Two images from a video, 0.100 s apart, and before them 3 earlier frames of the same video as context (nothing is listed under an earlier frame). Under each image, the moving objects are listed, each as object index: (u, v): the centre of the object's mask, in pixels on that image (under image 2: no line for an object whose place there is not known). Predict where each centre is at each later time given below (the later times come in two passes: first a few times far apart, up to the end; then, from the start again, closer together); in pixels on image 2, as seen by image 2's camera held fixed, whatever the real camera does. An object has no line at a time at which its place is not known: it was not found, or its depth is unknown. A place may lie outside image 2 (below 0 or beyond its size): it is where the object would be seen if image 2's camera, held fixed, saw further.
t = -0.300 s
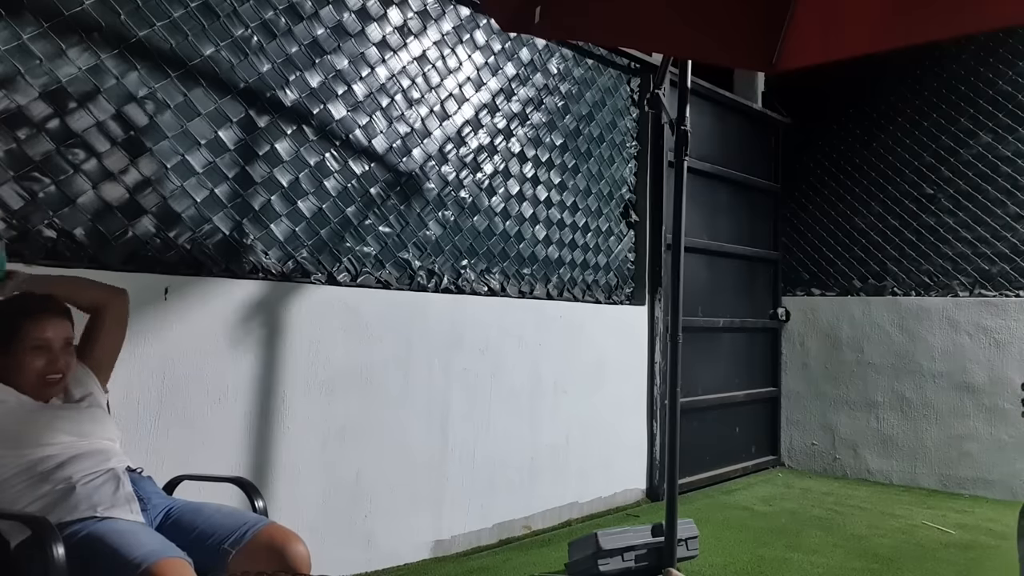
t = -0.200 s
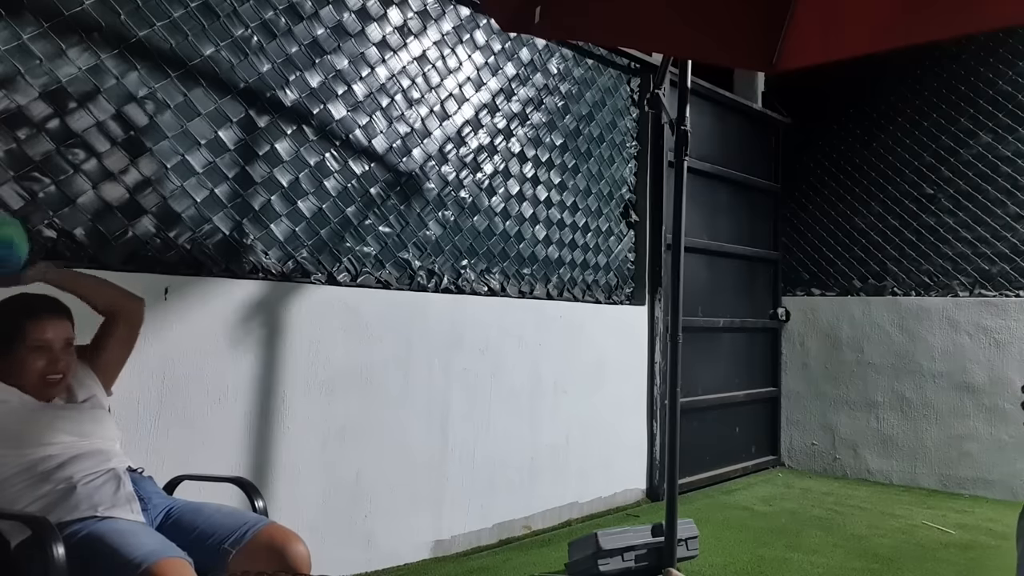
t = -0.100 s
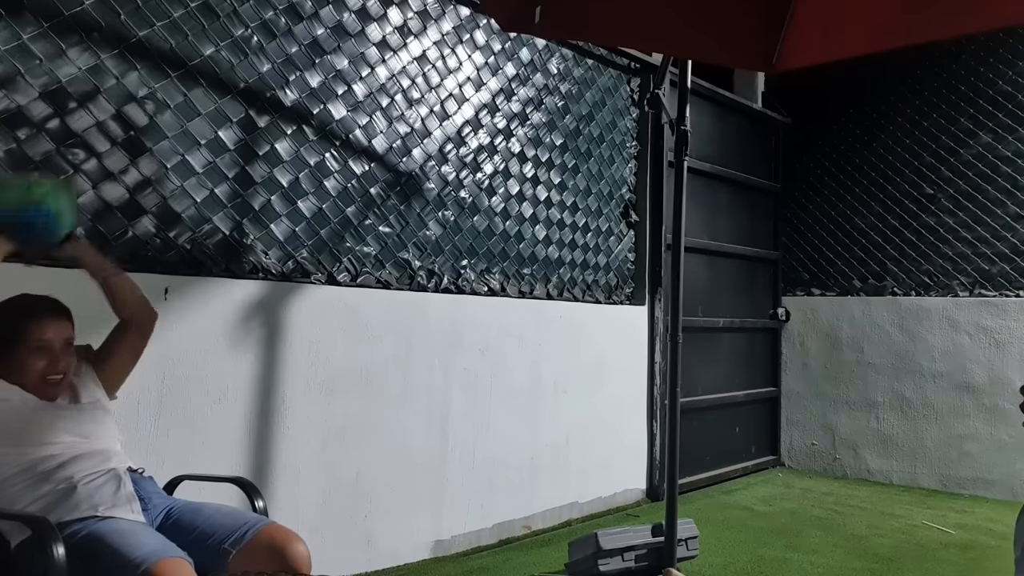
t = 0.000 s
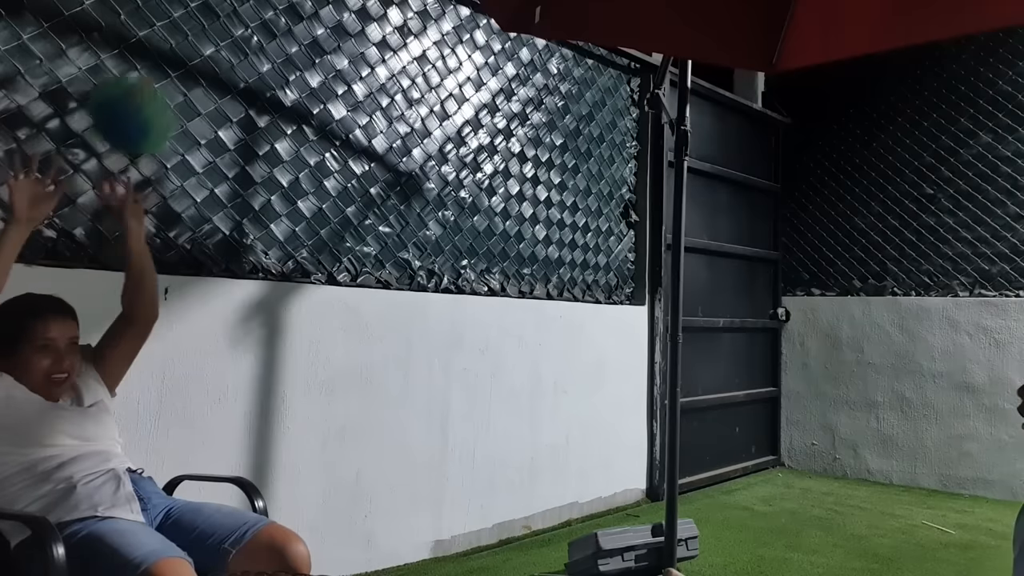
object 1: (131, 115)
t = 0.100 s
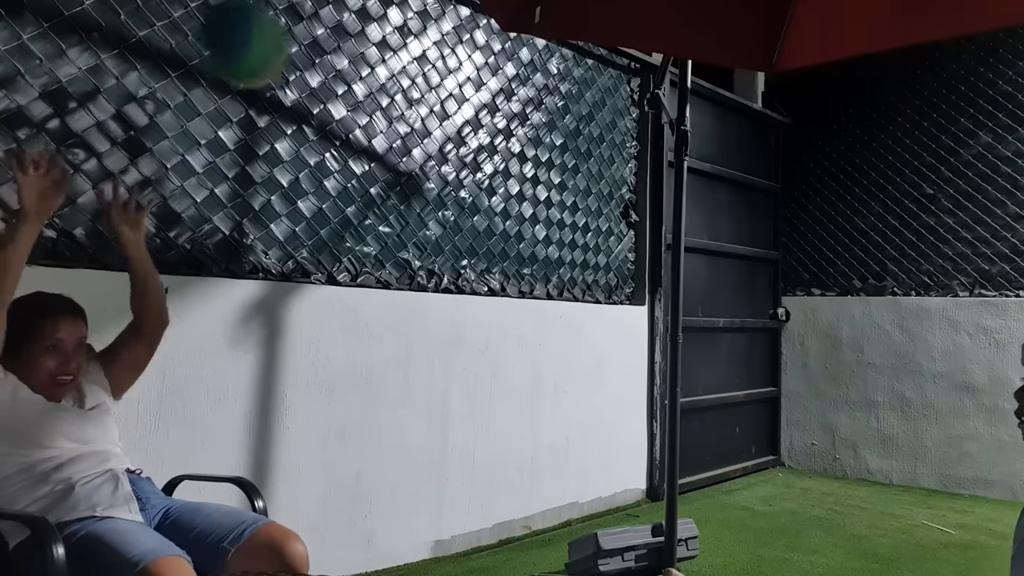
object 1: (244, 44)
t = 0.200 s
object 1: (370, 23)
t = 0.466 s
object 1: (778, 162)
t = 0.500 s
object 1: (836, 212)
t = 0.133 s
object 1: (285, 31)
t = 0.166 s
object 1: (328, 26)
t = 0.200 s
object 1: (370, 23)
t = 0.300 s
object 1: (512, 28)
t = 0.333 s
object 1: (558, 36)
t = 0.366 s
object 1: (609, 50)
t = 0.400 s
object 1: (662, 78)
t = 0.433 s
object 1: (721, 116)
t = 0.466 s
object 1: (778, 162)
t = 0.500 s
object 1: (836, 212)
